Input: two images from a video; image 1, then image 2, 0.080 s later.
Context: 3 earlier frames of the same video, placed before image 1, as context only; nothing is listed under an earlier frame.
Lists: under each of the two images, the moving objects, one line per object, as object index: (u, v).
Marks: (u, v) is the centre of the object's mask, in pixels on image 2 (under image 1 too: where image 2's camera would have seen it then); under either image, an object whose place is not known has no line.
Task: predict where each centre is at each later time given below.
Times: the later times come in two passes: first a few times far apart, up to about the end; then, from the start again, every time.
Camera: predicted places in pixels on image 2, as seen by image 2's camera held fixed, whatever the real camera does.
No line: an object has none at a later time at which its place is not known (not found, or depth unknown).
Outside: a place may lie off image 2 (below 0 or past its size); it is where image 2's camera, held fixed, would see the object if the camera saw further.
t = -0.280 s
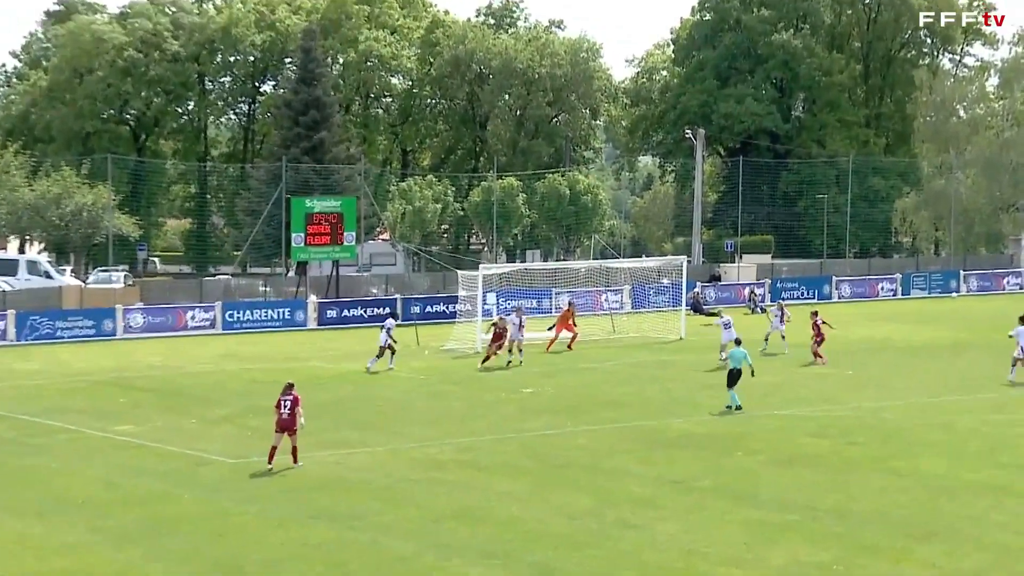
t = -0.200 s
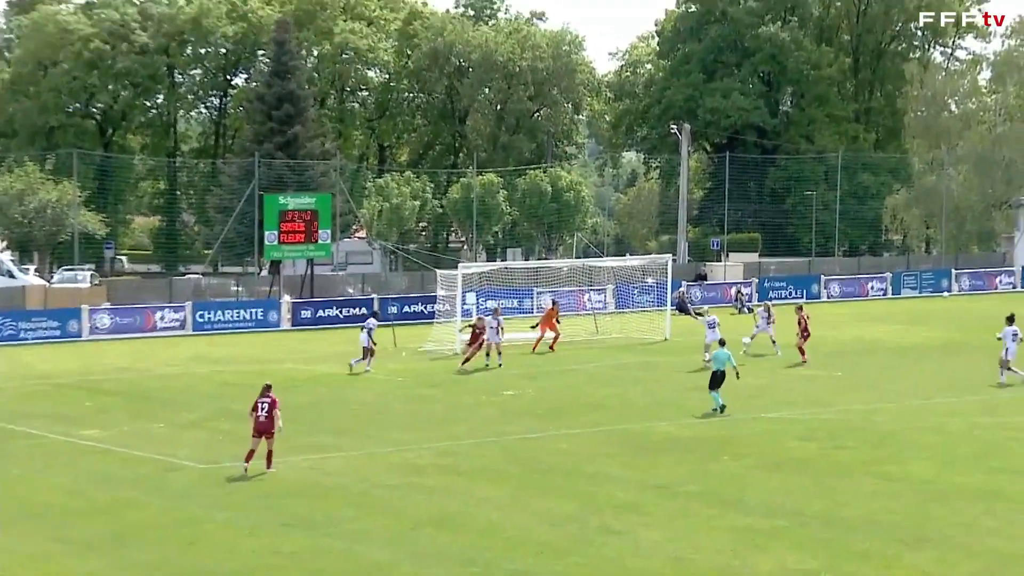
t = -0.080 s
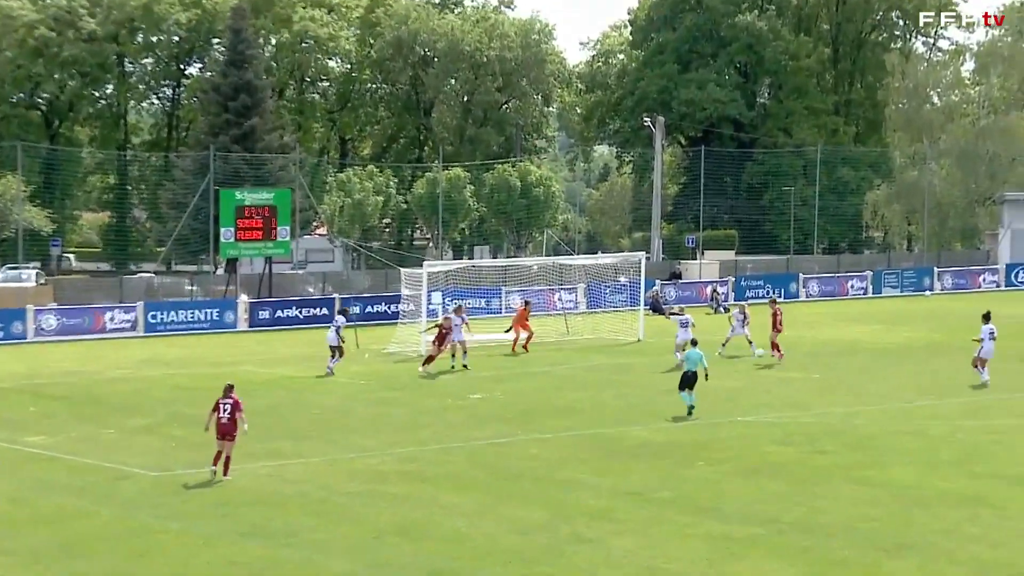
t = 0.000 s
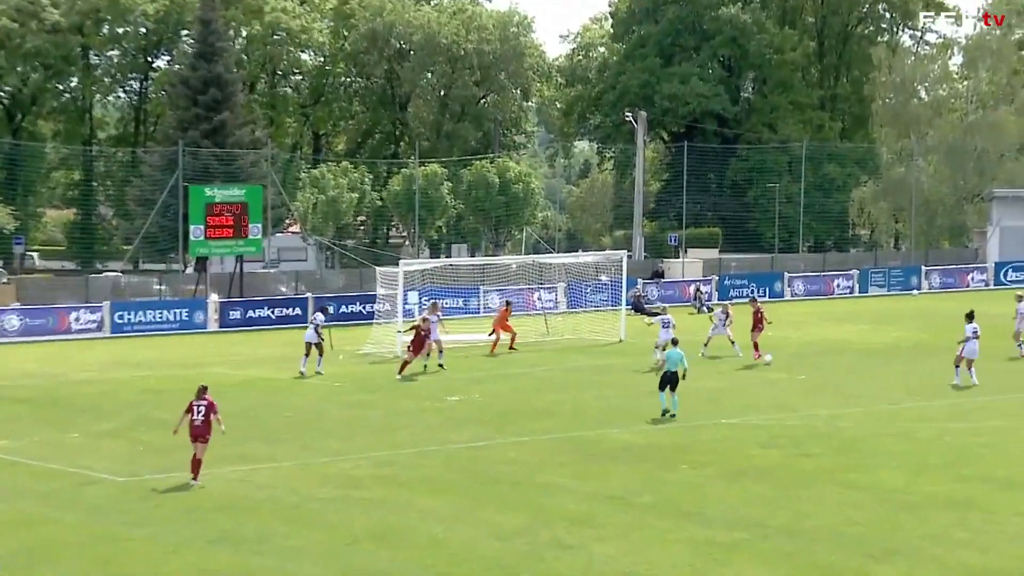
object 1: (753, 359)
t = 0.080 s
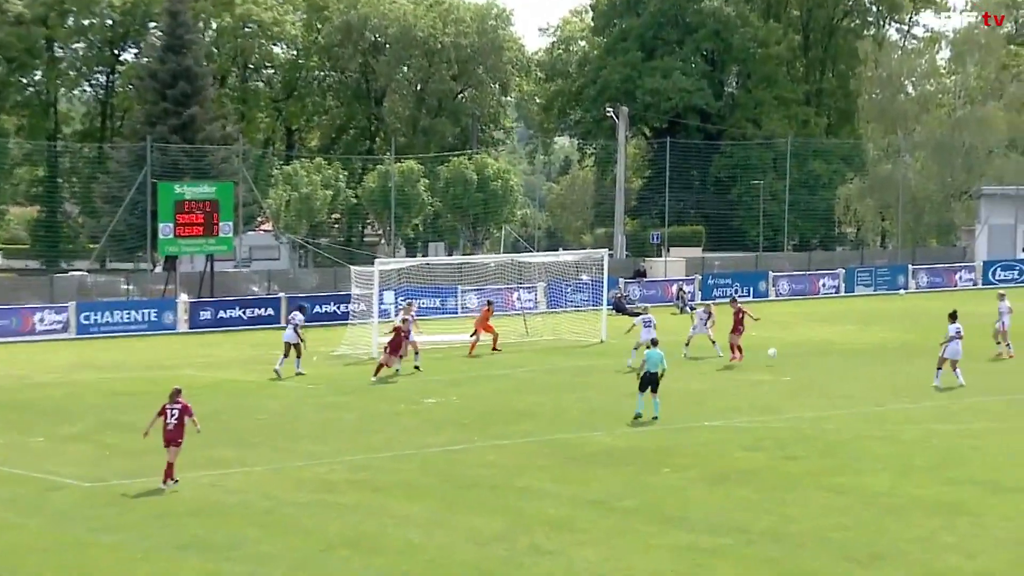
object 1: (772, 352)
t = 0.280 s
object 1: (820, 345)
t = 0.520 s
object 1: (877, 364)
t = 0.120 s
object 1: (782, 349)
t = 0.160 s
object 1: (792, 347)
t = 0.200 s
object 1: (801, 345)
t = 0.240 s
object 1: (811, 346)
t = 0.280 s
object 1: (820, 345)
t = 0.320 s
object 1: (830, 347)
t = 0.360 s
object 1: (840, 348)
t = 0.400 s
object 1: (849, 351)
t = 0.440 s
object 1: (859, 354)
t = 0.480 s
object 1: (867, 358)
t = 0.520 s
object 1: (877, 364)
